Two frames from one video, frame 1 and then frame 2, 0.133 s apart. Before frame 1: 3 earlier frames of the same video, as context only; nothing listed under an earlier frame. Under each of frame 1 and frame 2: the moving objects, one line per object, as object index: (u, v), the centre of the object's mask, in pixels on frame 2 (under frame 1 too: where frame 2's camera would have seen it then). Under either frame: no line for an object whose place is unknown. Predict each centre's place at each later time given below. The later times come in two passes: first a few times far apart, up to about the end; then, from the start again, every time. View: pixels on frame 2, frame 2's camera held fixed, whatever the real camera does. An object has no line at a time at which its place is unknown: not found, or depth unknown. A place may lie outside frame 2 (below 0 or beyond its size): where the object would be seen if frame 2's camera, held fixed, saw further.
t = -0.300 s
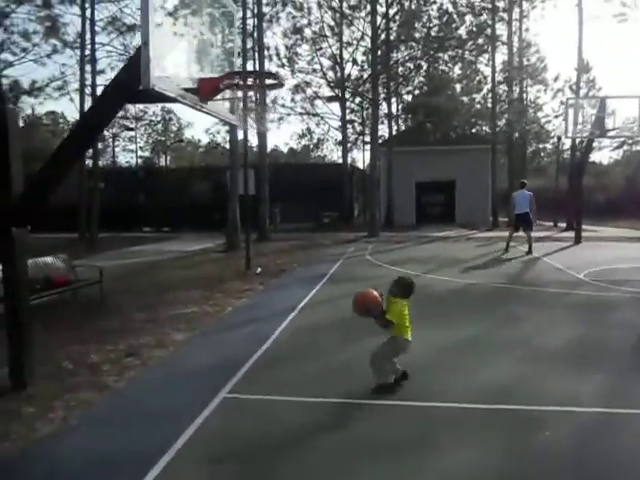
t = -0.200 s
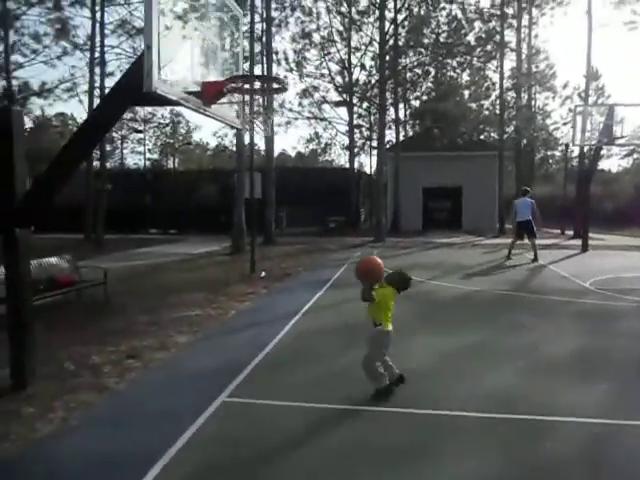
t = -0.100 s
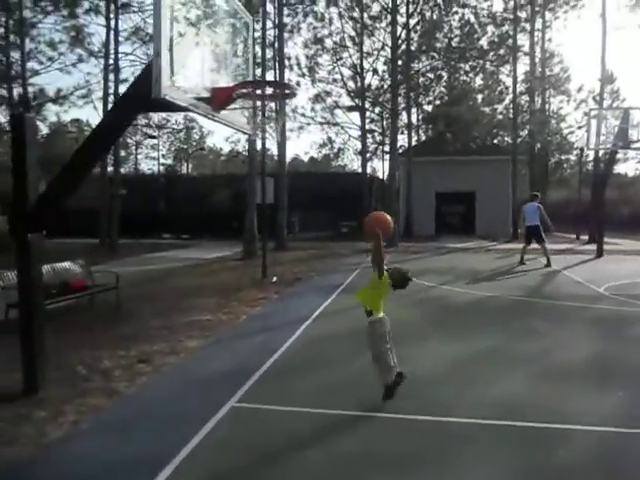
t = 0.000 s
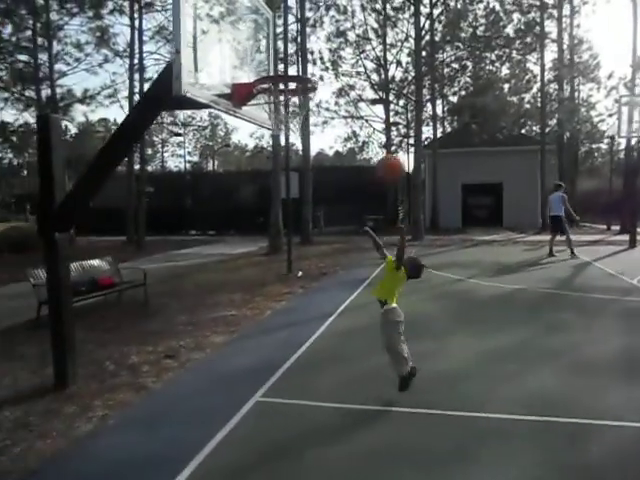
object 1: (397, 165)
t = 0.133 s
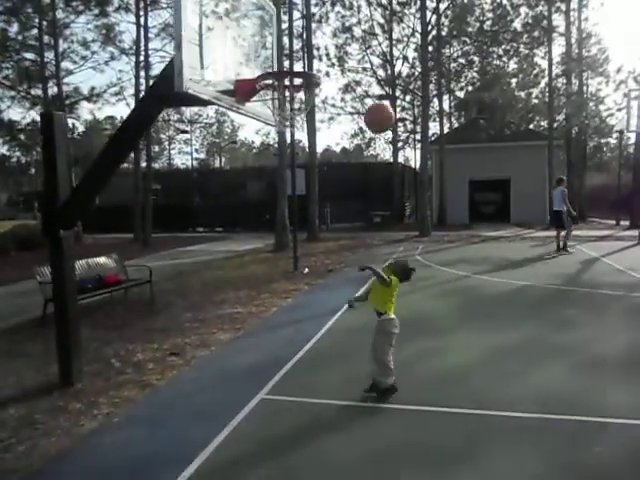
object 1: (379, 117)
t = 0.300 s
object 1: (357, 89)
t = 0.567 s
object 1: (326, 117)
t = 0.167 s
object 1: (375, 109)
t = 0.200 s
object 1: (370, 102)
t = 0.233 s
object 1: (365, 97)
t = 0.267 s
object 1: (361, 92)
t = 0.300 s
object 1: (357, 89)
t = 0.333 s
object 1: (353, 88)
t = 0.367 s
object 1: (350, 89)
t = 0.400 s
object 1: (346, 89)
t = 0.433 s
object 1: (342, 92)
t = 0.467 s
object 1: (339, 96)
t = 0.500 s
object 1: (336, 102)
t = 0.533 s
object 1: (330, 108)
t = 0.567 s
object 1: (326, 117)
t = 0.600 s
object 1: (322, 128)
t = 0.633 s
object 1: (316, 139)
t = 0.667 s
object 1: (311, 152)
